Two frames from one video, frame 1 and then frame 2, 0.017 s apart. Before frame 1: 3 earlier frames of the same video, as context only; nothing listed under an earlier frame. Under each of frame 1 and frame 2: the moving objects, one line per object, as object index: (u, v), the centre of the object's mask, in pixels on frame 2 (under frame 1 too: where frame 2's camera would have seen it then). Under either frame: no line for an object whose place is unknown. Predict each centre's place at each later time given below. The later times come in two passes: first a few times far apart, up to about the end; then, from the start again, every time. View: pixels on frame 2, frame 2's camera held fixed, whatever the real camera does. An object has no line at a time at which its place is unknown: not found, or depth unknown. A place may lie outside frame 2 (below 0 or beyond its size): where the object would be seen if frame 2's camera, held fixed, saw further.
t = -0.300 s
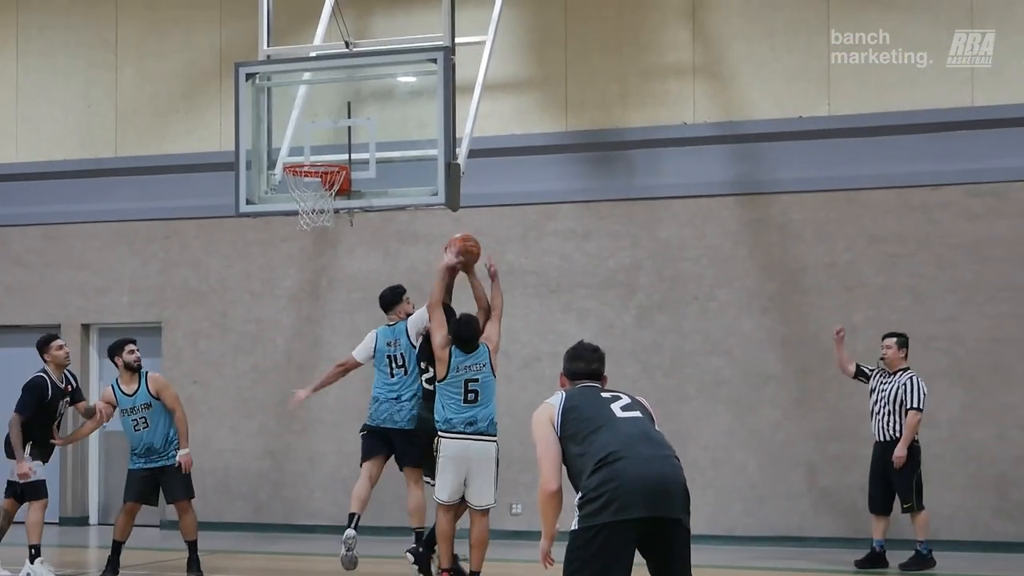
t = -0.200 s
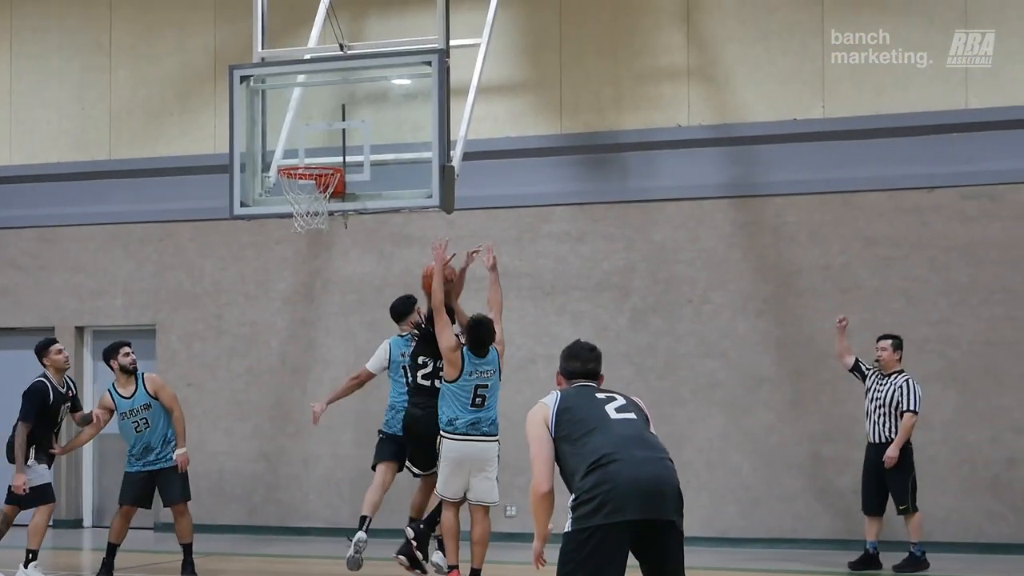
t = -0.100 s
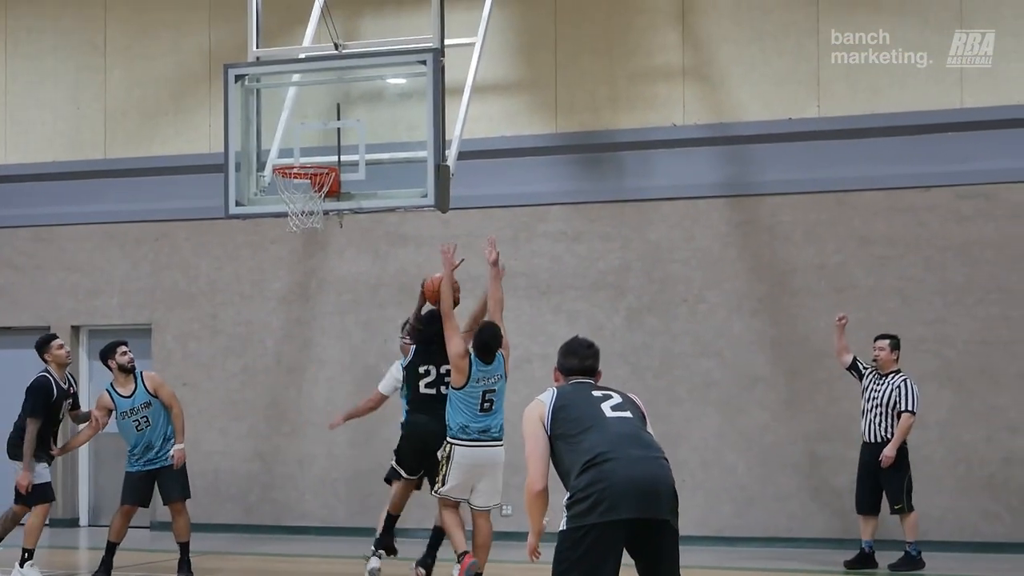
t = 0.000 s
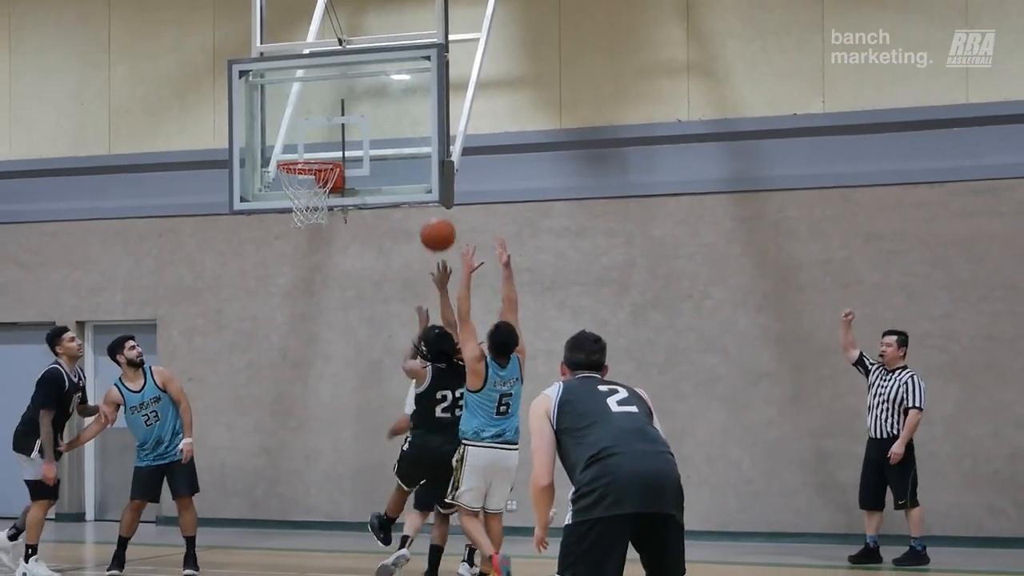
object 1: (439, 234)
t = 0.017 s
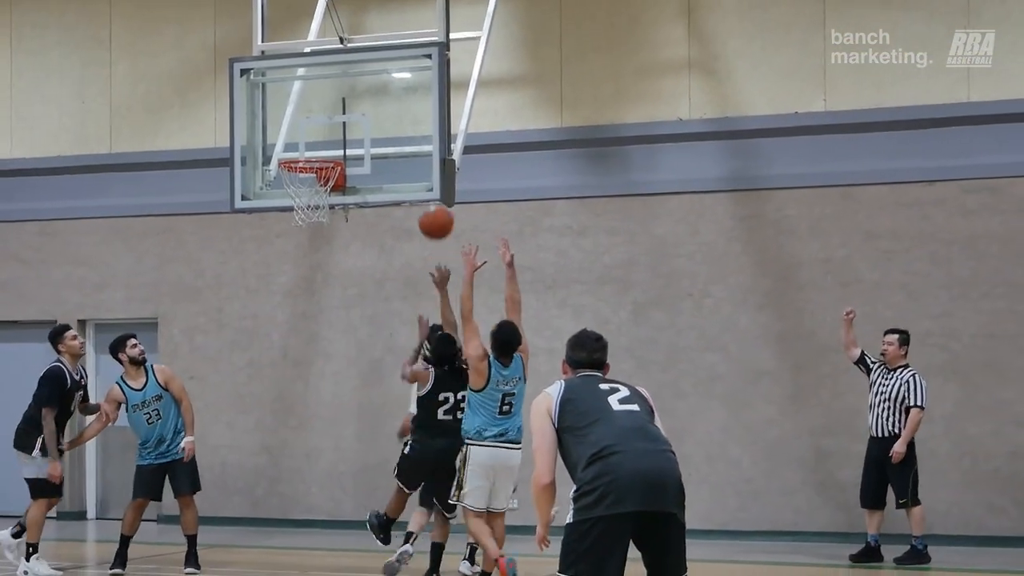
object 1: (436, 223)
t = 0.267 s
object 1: (393, 117)
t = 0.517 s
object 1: (355, 102)
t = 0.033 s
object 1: (433, 213)
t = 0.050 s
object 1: (430, 203)
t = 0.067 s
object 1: (427, 194)
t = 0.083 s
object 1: (424, 185)
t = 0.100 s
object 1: (421, 176)
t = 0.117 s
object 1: (418, 169)
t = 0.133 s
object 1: (415, 162)
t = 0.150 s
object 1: (413, 154)
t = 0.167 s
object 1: (410, 148)
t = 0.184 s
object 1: (407, 142)
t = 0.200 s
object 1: (404, 136)
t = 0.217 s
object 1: (401, 131)
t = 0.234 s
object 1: (399, 126)
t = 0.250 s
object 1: (396, 121)
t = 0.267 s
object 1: (393, 117)
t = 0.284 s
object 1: (390, 113)
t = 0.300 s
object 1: (388, 110)
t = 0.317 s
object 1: (385, 107)
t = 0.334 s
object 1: (383, 105)
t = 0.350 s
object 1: (380, 103)
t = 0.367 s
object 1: (377, 101)
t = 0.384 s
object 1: (375, 100)
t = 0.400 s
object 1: (373, 99)
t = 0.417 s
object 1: (370, 98)
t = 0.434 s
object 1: (367, 98)
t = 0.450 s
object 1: (365, 98)
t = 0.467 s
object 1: (363, 99)
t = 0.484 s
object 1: (360, 99)
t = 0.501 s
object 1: (358, 100)
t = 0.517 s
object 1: (355, 102)
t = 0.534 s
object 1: (353, 104)
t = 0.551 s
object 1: (350, 106)
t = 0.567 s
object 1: (348, 108)
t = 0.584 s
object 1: (345, 111)
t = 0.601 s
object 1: (342, 113)
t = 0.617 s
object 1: (337, 114)
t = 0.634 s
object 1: (335, 115)
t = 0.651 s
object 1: (331, 116)
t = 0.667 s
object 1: (325, 120)
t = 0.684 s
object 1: (321, 124)
